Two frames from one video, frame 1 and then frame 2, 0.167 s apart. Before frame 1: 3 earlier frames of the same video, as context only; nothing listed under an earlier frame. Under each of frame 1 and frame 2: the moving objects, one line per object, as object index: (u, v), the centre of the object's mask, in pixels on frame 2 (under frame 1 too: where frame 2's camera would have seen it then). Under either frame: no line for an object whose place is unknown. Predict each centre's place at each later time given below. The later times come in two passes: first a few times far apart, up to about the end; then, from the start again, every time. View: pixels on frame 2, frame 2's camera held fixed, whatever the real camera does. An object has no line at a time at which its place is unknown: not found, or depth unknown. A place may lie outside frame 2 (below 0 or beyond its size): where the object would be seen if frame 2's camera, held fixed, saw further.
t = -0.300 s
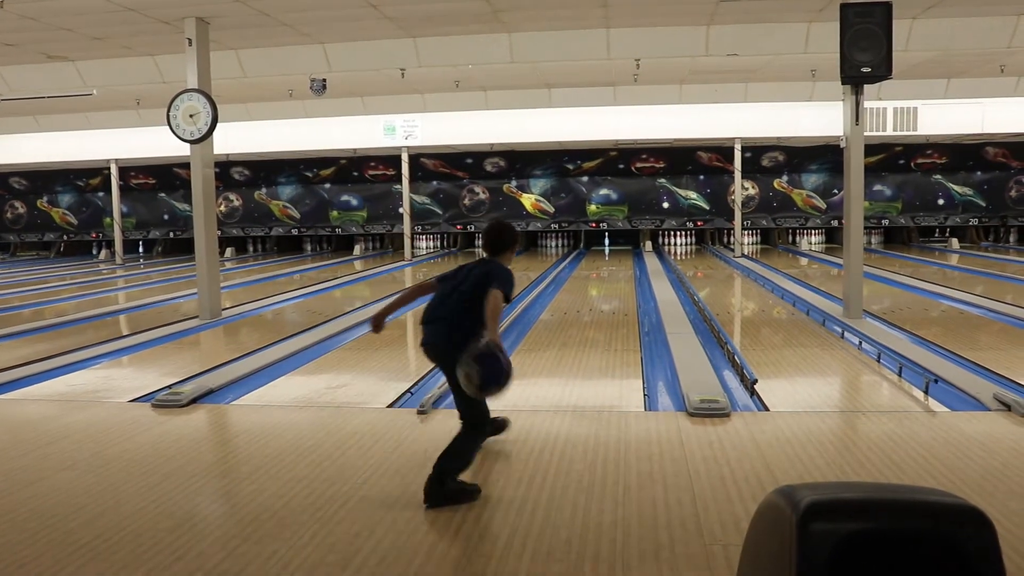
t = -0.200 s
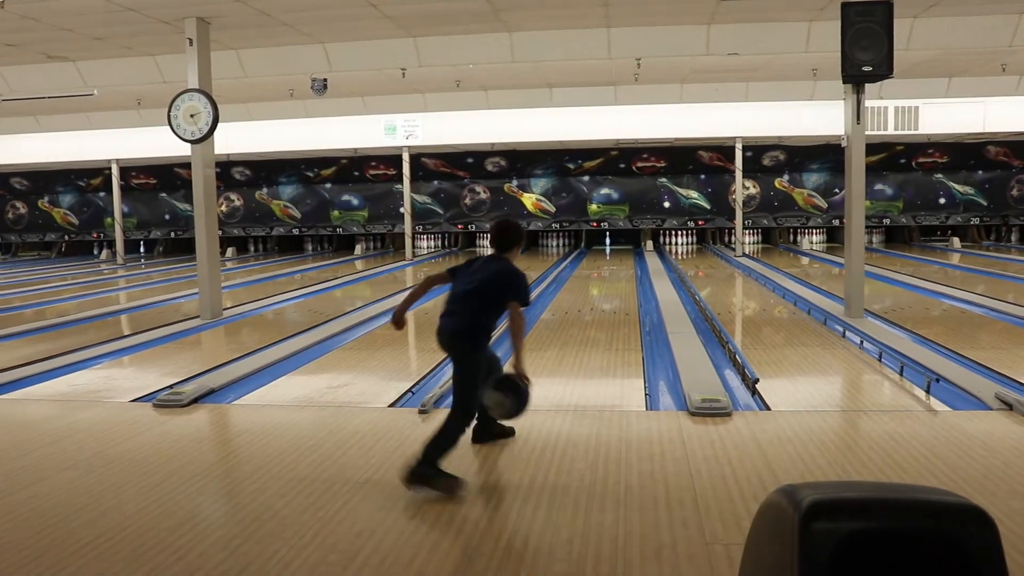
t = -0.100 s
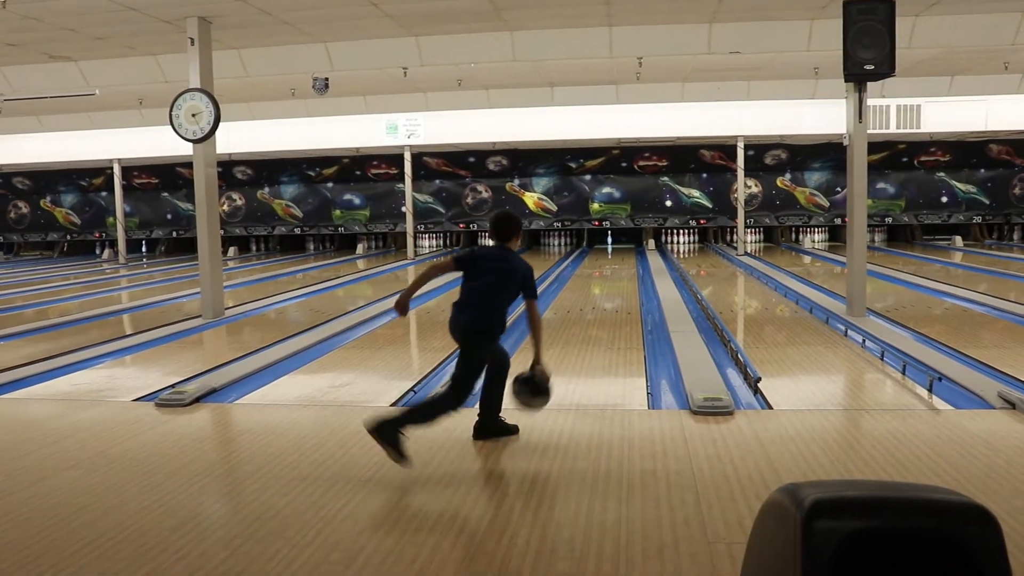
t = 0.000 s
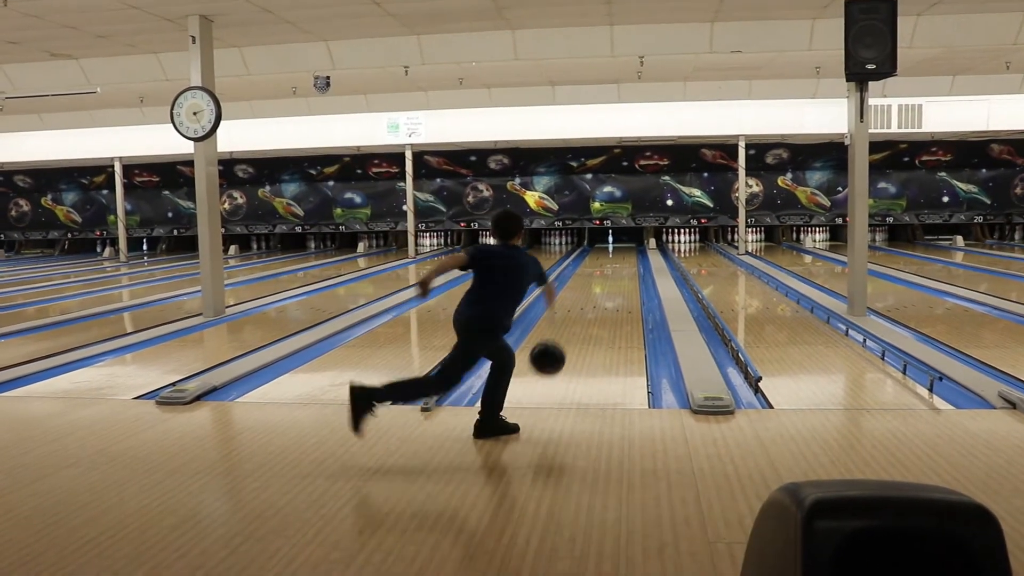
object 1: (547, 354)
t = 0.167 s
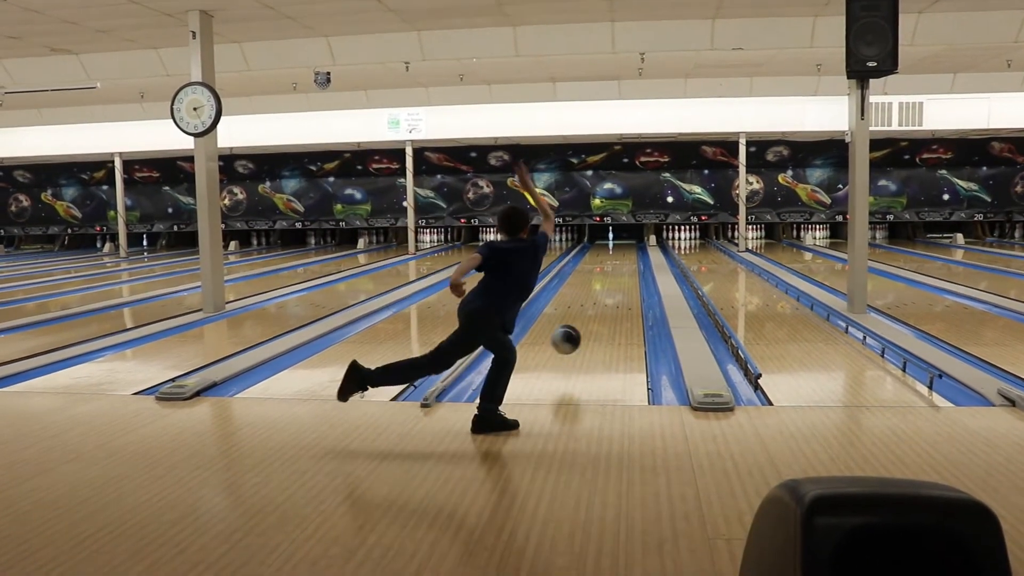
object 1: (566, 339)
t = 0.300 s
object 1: (576, 340)
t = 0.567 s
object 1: (591, 312)
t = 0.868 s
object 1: (602, 291)
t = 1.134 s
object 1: (608, 279)
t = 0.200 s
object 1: (568, 341)
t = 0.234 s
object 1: (571, 344)
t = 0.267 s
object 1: (574, 345)
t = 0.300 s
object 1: (576, 340)
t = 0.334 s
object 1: (579, 336)
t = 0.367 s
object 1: (581, 332)
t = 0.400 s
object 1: (583, 329)
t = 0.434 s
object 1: (585, 325)
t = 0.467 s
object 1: (587, 322)
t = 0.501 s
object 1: (588, 318)
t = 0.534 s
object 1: (589, 315)
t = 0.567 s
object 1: (591, 312)
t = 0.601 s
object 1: (593, 310)
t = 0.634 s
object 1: (594, 307)
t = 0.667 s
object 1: (595, 305)
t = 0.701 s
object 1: (597, 302)
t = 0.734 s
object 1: (598, 300)
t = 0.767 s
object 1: (599, 298)
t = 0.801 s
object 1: (600, 296)
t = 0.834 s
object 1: (601, 294)
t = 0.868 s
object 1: (602, 291)
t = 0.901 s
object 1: (603, 290)
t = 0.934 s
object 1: (604, 288)
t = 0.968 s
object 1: (605, 286)
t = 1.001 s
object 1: (605, 285)
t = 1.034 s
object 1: (607, 283)
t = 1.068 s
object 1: (608, 282)
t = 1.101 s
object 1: (608, 280)
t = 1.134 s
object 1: (608, 279)
